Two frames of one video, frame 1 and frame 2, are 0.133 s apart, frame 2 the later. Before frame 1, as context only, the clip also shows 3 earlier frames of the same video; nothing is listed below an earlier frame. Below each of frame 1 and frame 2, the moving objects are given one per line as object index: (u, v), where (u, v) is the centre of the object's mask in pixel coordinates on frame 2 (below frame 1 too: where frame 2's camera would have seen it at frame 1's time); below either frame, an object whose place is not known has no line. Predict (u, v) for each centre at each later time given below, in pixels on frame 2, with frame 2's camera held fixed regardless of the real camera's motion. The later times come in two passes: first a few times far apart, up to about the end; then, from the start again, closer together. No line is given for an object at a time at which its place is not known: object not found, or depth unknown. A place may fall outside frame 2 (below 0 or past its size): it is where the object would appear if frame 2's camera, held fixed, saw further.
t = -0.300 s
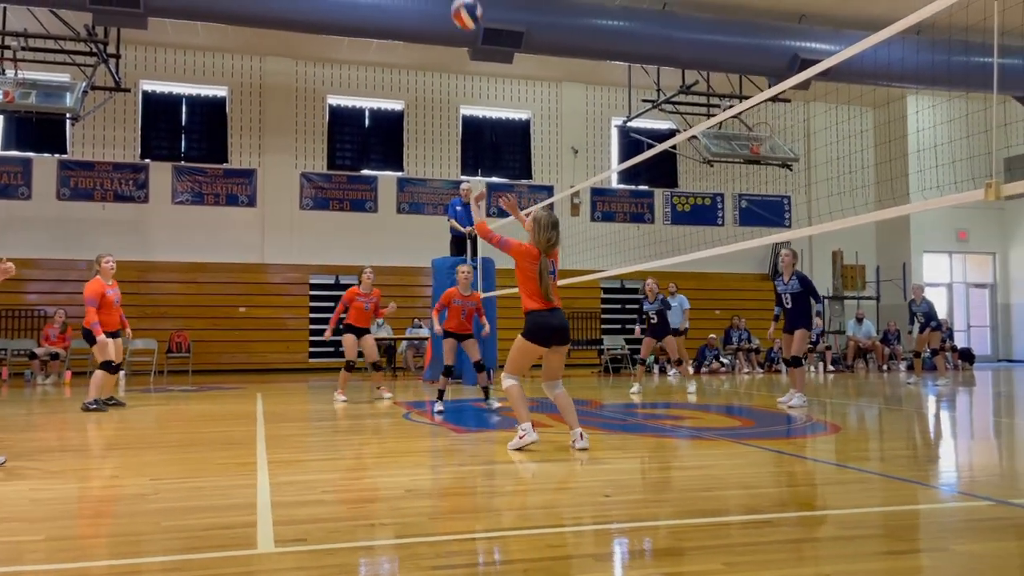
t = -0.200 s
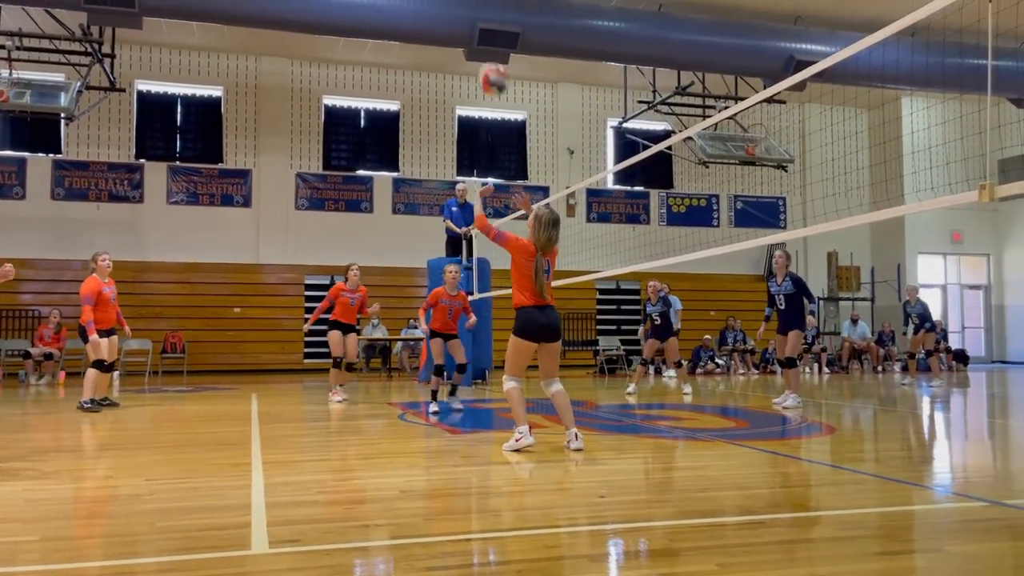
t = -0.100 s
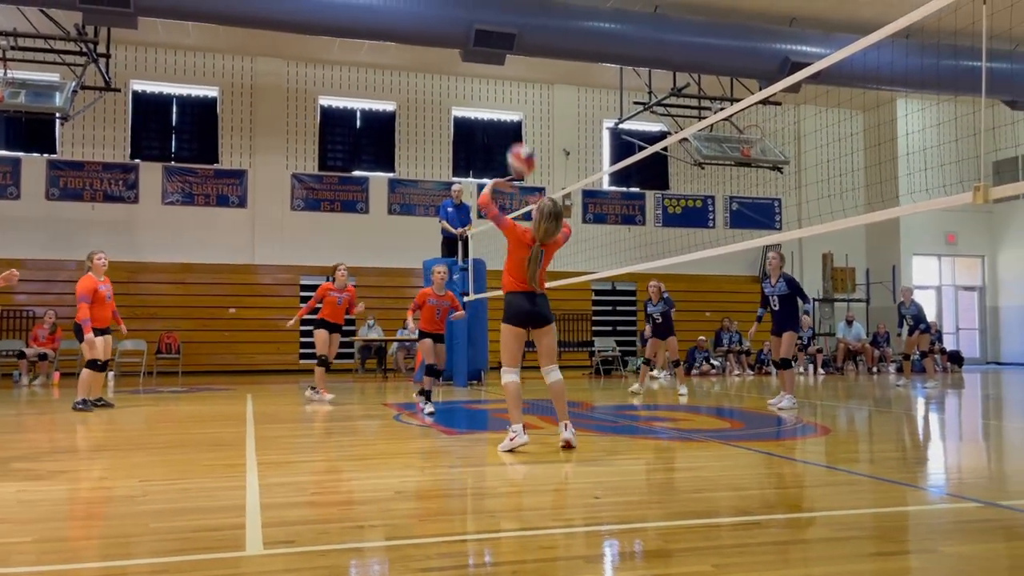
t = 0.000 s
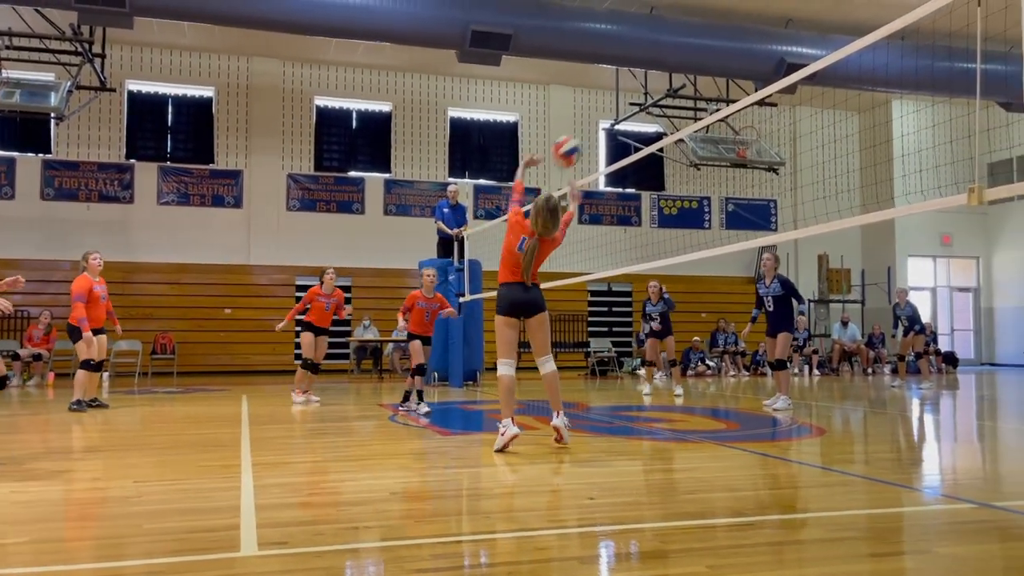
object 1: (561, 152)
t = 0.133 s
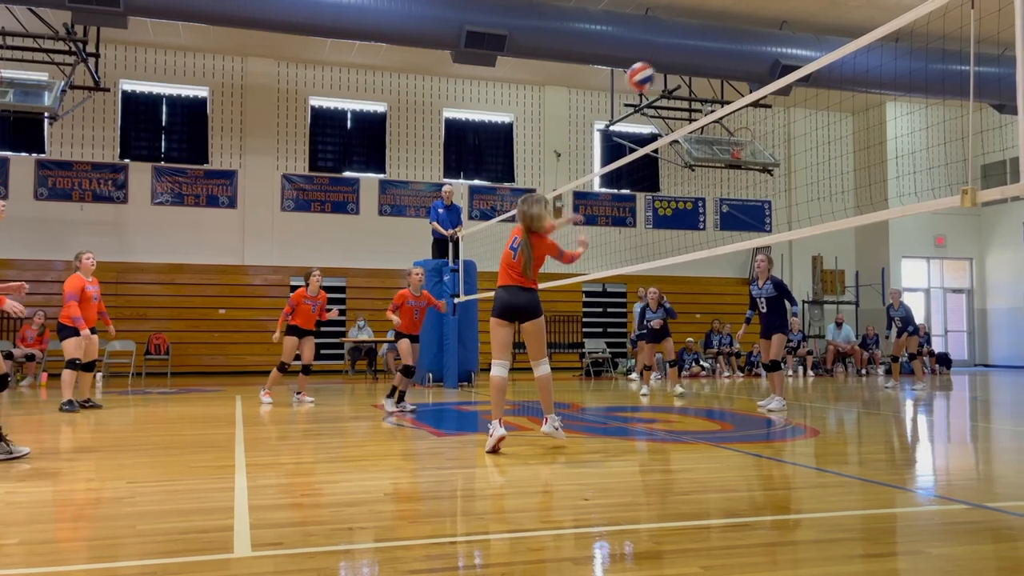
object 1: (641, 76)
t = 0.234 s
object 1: (690, 42)
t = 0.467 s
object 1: (793, 16)
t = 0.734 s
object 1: (887, 62)
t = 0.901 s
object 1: (938, 122)
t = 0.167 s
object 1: (658, 62)
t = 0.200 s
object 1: (674, 52)
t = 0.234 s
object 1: (690, 42)
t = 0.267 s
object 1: (706, 34)
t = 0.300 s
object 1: (722, 27)
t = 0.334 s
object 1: (737, 22)
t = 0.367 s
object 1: (752, 18)
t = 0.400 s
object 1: (766, 16)
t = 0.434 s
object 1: (780, 16)
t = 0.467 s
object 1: (793, 16)
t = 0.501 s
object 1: (805, 18)
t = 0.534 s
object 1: (818, 21)
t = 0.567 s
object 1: (831, 25)
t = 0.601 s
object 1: (843, 30)
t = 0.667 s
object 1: (866, 49)
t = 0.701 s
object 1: (877, 53)
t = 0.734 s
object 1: (887, 62)
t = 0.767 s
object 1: (898, 73)
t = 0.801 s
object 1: (908, 84)
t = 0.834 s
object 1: (918, 95)
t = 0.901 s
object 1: (938, 122)
